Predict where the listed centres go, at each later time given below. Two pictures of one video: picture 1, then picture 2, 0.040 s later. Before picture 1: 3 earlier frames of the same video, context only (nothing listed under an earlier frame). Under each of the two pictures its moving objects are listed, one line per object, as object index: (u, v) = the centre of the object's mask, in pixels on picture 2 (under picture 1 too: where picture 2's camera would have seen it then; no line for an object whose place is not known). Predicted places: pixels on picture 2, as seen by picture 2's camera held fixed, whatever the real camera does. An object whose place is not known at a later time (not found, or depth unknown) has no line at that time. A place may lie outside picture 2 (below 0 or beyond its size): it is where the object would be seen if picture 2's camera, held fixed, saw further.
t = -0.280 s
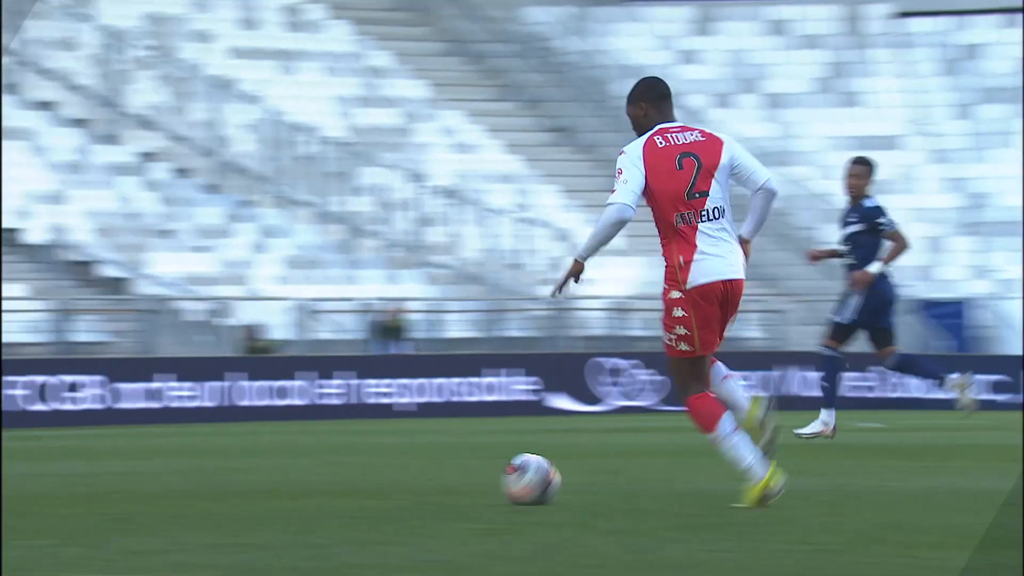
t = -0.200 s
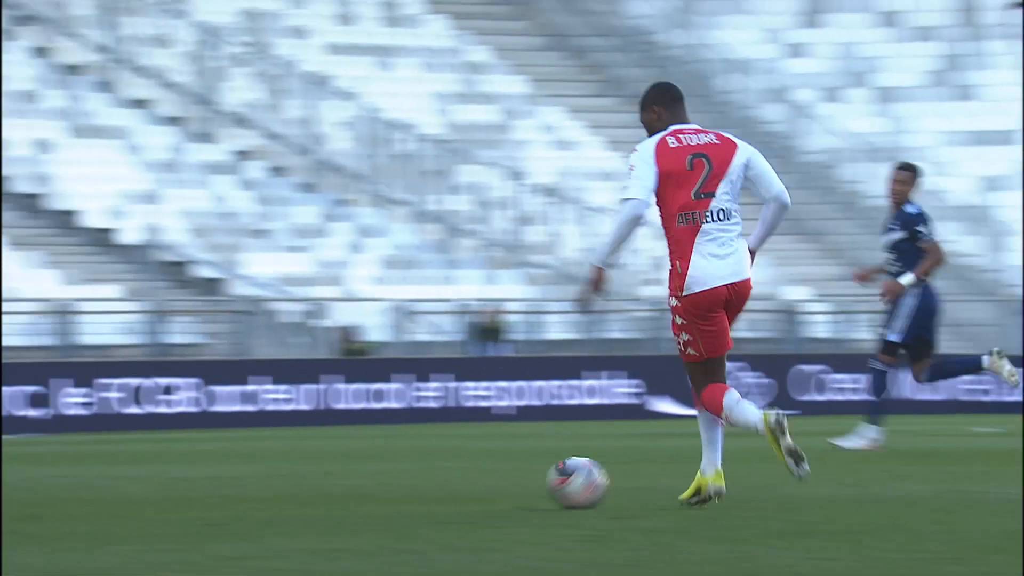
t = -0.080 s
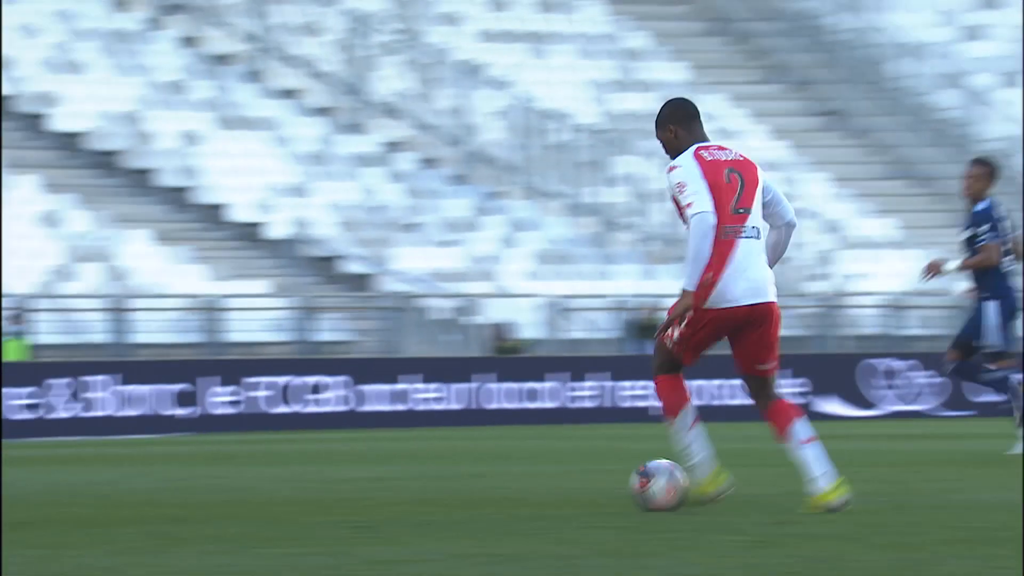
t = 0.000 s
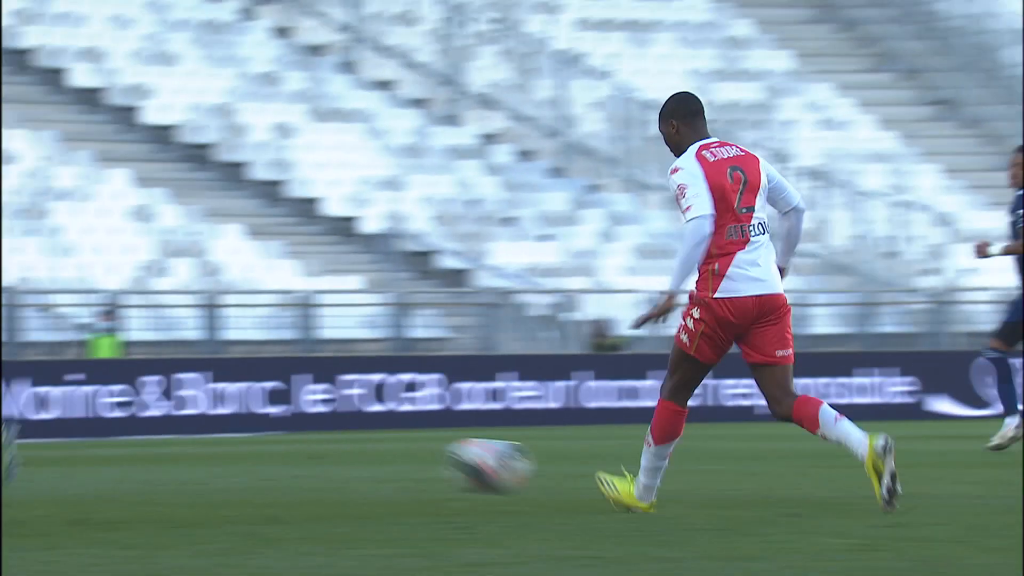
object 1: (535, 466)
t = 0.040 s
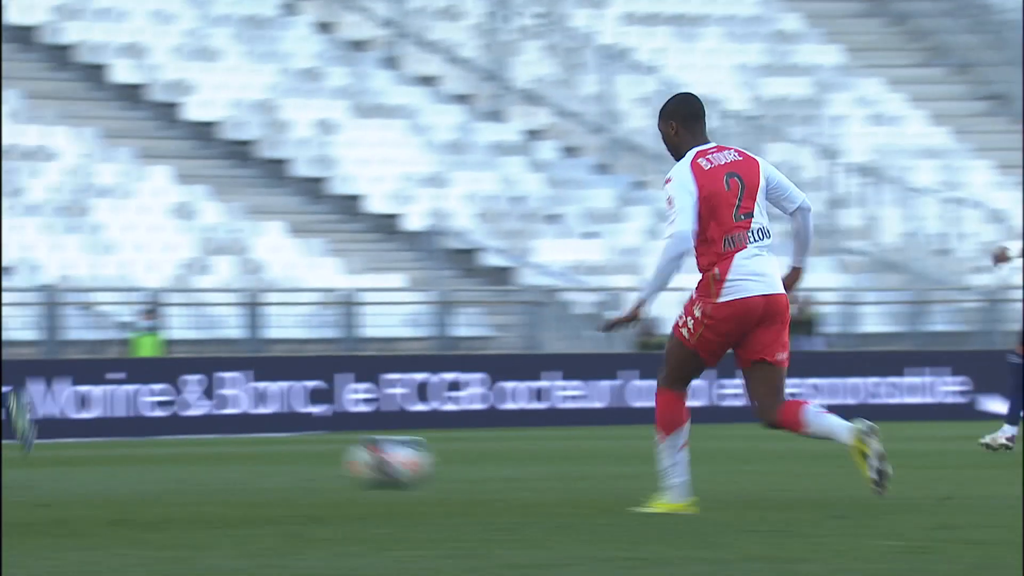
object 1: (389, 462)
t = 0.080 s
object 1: (250, 460)
